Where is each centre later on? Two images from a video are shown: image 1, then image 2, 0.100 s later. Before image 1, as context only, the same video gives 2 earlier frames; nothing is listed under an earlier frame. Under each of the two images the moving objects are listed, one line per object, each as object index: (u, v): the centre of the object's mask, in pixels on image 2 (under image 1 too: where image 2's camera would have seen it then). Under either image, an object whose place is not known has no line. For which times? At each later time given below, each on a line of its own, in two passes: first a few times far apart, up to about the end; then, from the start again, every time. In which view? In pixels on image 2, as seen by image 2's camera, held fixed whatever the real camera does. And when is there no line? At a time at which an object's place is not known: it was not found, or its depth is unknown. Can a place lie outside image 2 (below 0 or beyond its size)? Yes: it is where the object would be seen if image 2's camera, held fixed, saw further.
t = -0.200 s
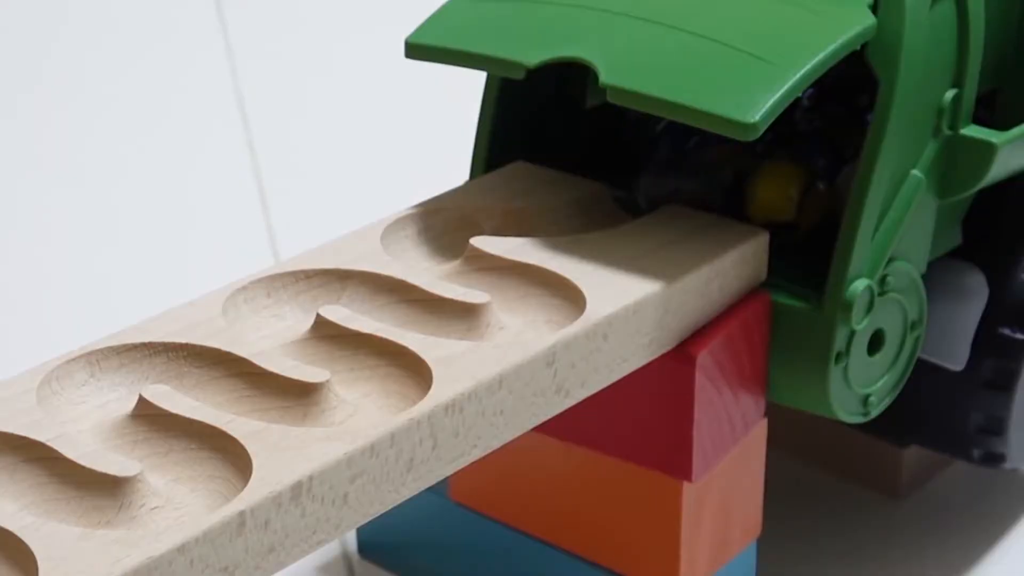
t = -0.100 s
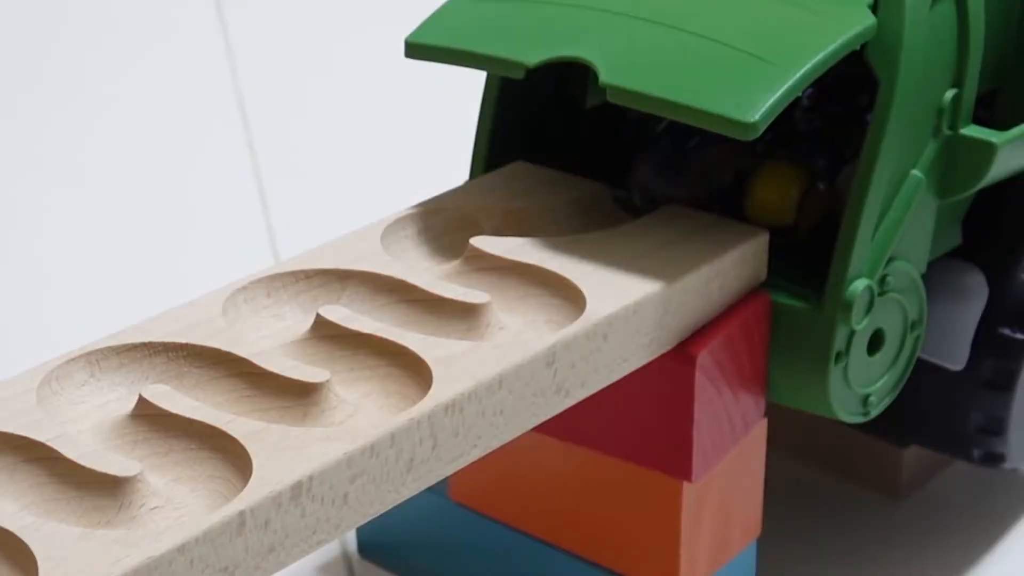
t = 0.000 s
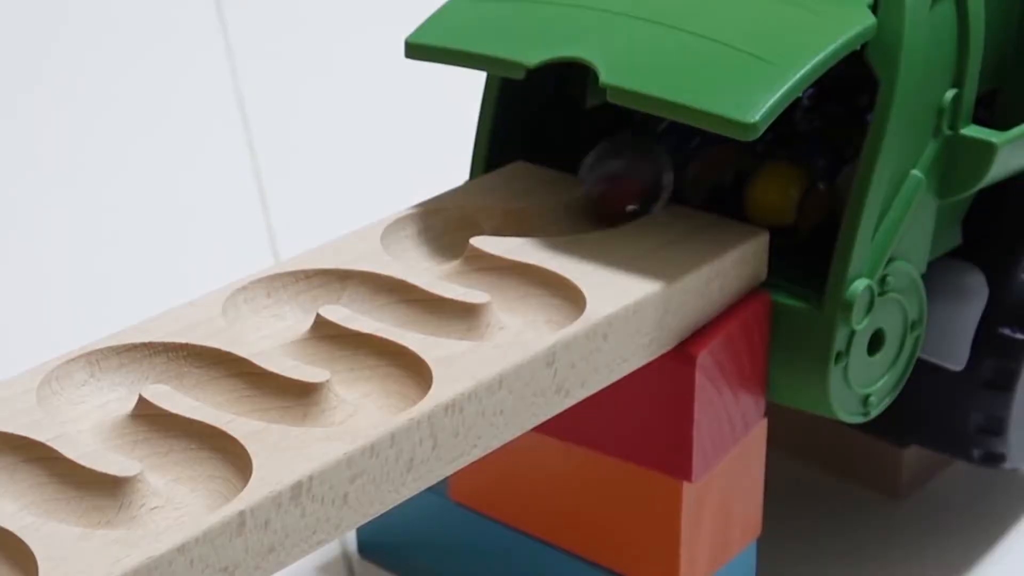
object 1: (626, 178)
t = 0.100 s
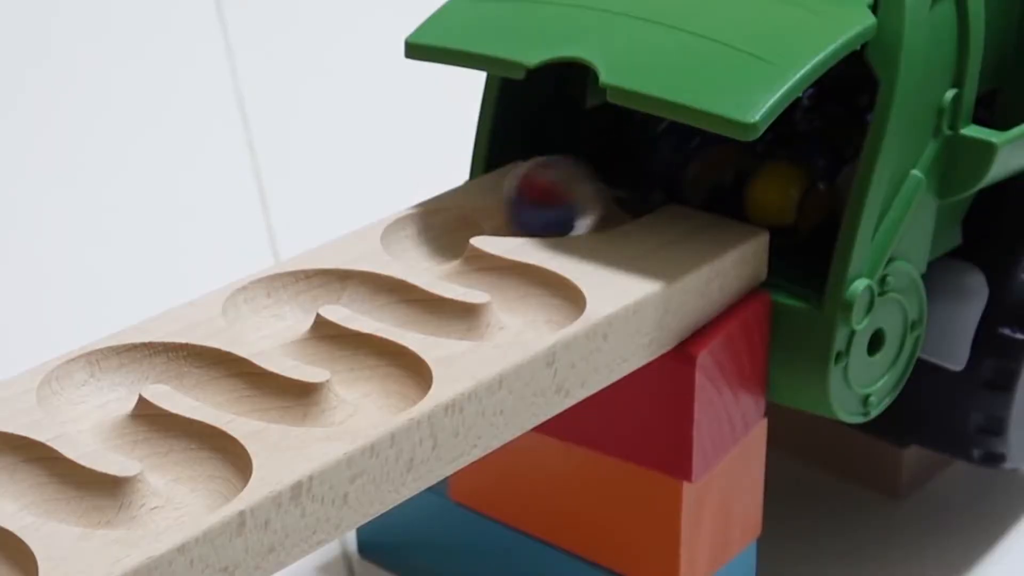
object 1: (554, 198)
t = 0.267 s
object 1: (427, 219)
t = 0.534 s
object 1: (539, 283)
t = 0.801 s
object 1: (384, 280)
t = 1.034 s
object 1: (277, 307)
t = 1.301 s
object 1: (356, 379)
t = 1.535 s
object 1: (182, 344)
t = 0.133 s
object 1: (525, 200)
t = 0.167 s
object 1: (496, 199)
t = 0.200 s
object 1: (463, 202)
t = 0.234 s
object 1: (442, 209)
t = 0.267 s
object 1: (427, 219)
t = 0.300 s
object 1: (426, 228)
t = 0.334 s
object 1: (434, 235)
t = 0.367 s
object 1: (448, 240)
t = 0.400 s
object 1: (465, 246)
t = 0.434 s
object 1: (486, 251)
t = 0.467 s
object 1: (512, 267)
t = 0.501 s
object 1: (531, 271)
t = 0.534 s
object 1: (539, 283)
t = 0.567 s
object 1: (536, 288)
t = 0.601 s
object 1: (525, 295)
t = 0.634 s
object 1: (498, 300)
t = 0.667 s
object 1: (475, 301)
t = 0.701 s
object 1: (448, 298)
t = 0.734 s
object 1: (422, 292)
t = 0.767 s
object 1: (402, 286)
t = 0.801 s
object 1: (384, 280)
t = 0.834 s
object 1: (364, 272)
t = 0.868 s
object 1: (336, 267)
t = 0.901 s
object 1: (309, 269)
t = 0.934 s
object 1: (287, 277)
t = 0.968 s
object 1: (274, 285)
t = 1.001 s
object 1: (272, 299)
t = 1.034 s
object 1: (277, 307)
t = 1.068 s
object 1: (294, 314)
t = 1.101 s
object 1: (312, 321)
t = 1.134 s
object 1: (332, 329)
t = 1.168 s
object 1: (360, 338)
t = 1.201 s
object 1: (377, 352)
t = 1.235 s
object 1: (382, 360)
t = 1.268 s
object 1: (376, 368)
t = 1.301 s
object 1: (356, 379)
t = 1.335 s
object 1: (327, 381)
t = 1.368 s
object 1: (300, 381)
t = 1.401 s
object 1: (271, 377)
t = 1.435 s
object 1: (244, 369)
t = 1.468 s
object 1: (226, 363)
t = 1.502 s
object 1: (208, 355)
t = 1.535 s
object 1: (182, 344)
